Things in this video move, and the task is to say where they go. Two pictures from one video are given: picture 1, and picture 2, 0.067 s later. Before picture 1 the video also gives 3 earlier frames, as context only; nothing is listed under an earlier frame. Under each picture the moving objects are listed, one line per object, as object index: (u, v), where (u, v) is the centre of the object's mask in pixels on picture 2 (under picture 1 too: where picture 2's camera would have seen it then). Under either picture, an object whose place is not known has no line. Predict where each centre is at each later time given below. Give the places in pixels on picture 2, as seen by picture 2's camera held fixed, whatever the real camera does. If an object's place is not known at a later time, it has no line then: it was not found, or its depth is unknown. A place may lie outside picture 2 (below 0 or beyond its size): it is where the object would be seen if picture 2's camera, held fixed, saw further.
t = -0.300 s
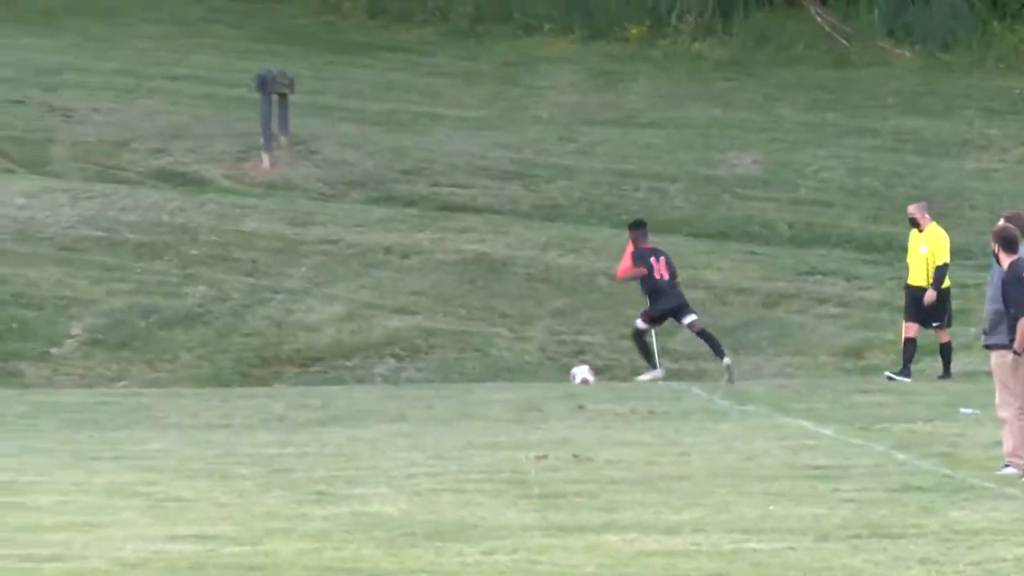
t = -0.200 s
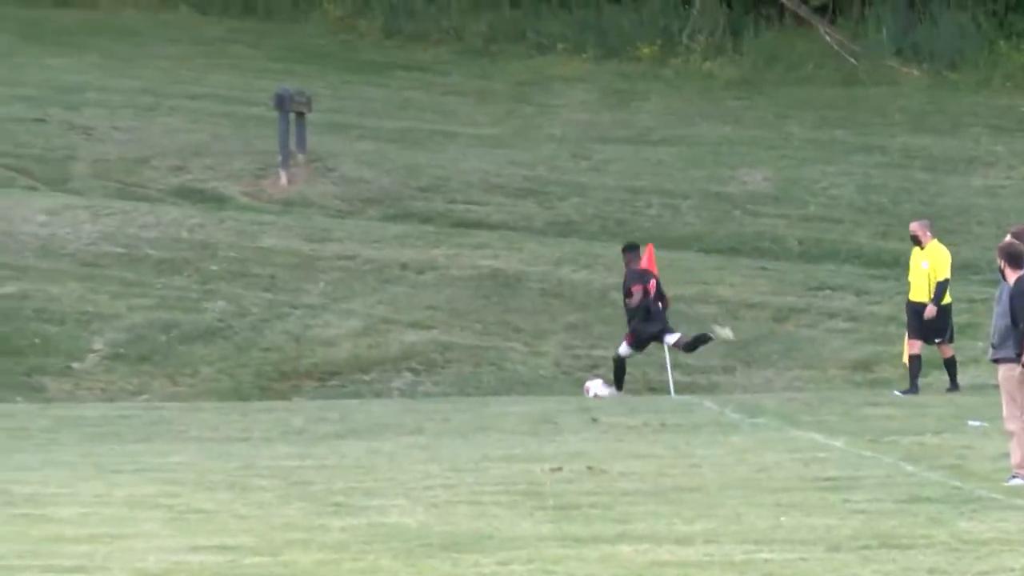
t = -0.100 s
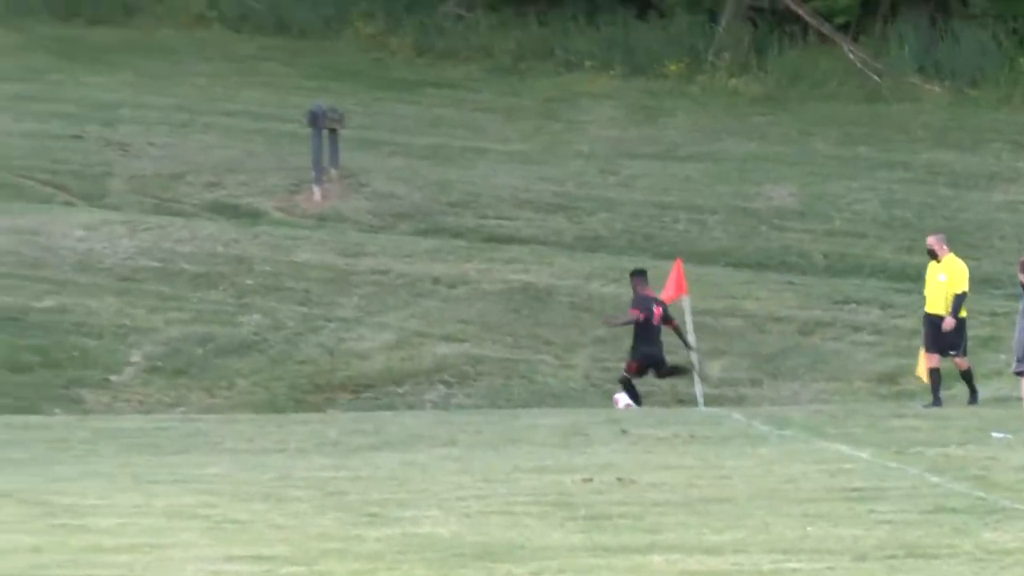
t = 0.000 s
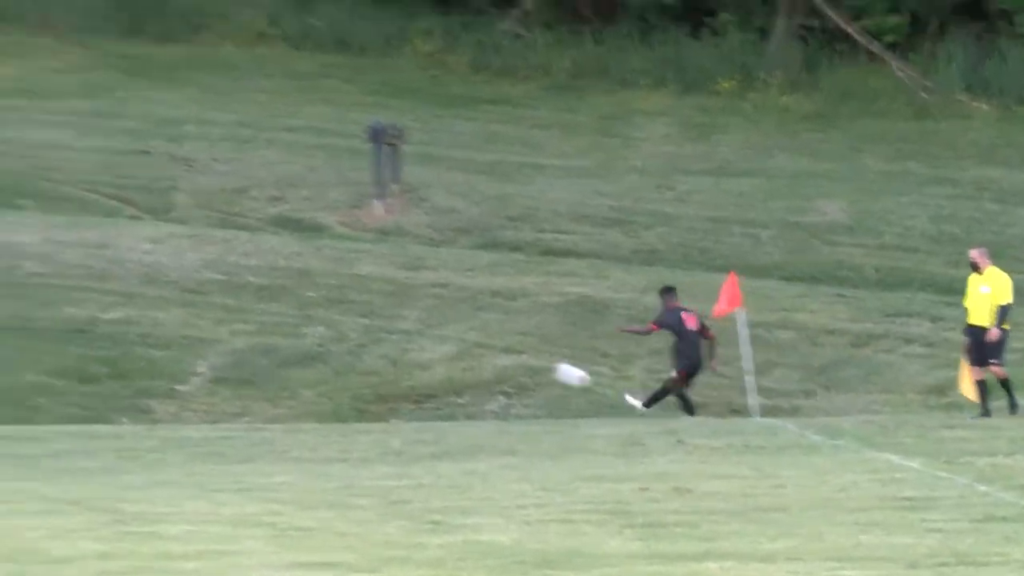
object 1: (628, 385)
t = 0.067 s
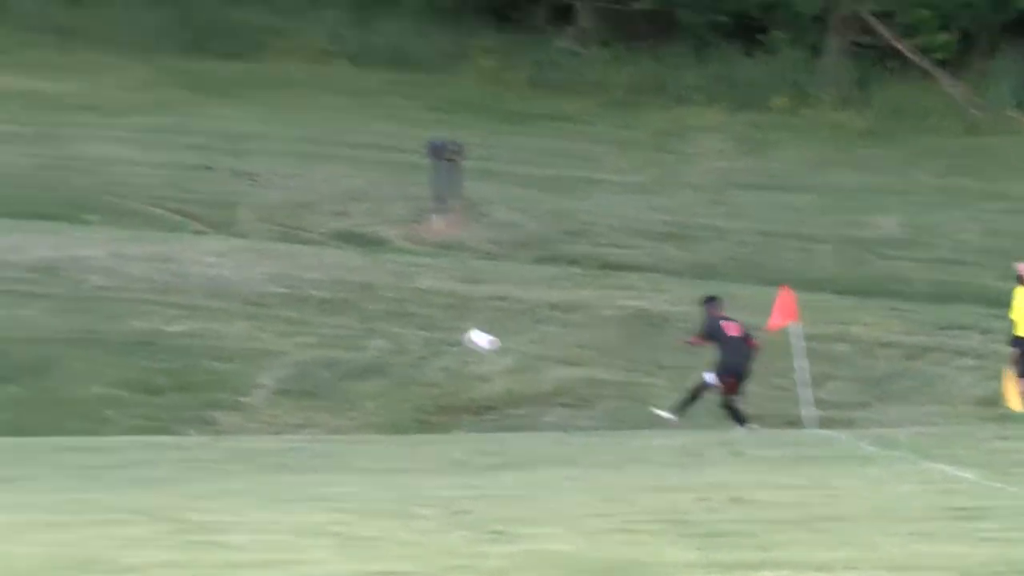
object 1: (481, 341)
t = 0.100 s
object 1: (409, 319)
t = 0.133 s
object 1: (337, 298)
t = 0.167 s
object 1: (263, 277)
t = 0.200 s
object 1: (192, 256)
